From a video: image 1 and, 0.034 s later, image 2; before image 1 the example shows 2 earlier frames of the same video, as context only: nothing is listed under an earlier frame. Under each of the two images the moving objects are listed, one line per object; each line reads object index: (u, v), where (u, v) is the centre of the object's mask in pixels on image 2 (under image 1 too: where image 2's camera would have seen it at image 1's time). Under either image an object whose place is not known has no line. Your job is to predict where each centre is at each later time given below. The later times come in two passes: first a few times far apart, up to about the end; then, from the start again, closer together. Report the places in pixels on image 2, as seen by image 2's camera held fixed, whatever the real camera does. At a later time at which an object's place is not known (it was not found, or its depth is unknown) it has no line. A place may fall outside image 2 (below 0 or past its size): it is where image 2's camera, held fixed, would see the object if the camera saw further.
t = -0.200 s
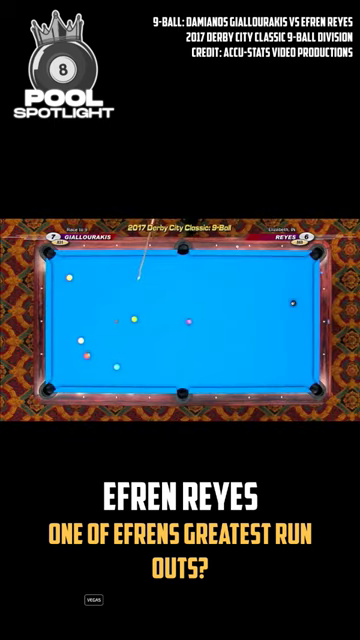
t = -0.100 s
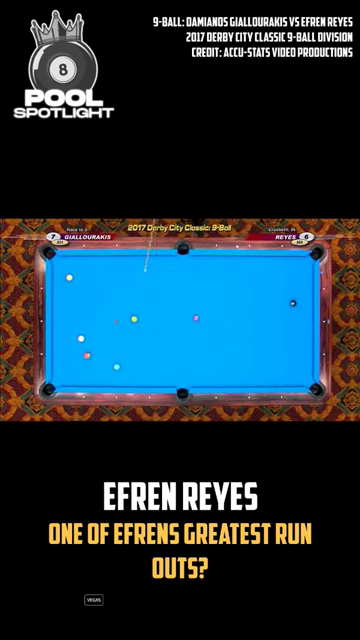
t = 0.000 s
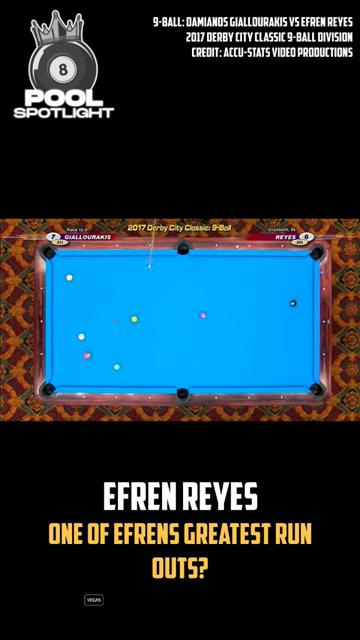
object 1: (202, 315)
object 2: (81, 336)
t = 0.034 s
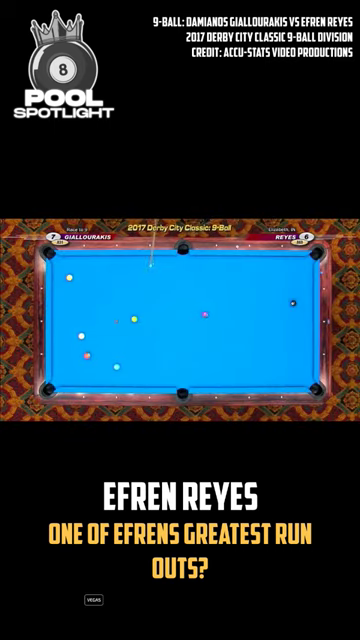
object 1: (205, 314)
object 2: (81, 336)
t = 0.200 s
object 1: (215, 309)
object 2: (81, 332)
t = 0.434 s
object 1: (230, 301)
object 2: (82, 329)
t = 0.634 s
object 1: (241, 295)
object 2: (82, 326)
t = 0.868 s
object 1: (255, 289)
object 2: (82, 323)
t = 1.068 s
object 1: (267, 282)
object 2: (83, 321)
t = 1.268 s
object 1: (278, 276)
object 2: (83, 319)
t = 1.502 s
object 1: (290, 270)
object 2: (83, 317)
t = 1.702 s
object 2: (84, 315)
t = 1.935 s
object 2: (84, 314)
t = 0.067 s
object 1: (206, 313)
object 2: (81, 335)
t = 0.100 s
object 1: (208, 312)
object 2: (81, 334)
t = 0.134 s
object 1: (210, 310)
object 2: (81, 334)
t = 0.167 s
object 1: (213, 310)
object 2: (81, 333)
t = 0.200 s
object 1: (215, 309)
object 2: (81, 332)
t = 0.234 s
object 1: (217, 308)
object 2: (81, 332)
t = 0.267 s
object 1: (220, 306)
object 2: (82, 332)
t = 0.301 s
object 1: (221, 306)
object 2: (81, 331)
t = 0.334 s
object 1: (223, 304)
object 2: (82, 330)
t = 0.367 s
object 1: (225, 303)
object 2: (82, 330)
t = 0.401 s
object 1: (228, 302)
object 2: (82, 330)
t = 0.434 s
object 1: (230, 301)
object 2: (82, 329)
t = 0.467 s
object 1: (232, 300)
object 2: (82, 329)
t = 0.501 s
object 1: (234, 299)
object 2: (82, 328)
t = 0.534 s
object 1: (236, 298)
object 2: (82, 328)
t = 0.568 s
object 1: (238, 297)
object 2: (82, 327)
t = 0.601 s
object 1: (239, 296)
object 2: (82, 327)
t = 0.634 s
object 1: (241, 295)
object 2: (82, 326)
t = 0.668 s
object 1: (243, 293)
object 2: (82, 326)
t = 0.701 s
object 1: (246, 293)
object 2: (82, 325)
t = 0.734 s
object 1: (247, 293)
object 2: (82, 325)
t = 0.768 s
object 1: (250, 291)
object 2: (82, 324)
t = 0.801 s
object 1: (252, 290)
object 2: (82, 324)
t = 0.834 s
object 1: (254, 289)
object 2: (82, 324)
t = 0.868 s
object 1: (255, 289)
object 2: (82, 323)
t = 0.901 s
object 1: (257, 287)
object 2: (83, 323)
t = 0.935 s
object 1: (259, 286)
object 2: (83, 322)
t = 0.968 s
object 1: (261, 285)
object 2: (83, 322)
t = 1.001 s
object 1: (263, 284)
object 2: (83, 321)
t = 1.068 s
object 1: (267, 282)
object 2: (83, 321)
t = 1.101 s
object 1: (269, 281)
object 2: (83, 321)
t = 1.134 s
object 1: (270, 280)
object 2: (83, 320)
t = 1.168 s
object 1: (272, 279)
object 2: (83, 320)
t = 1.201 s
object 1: (274, 278)
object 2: (83, 320)
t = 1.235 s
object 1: (276, 277)
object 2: (83, 319)
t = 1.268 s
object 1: (278, 276)
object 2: (83, 319)
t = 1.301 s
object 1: (280, 276)
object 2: (83, 318)
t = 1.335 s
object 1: (282, 275)
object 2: (83, 318)
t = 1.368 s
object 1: (284, 274)
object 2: (83, 318)
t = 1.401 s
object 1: (285, 274)
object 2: (83, 318)
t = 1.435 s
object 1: (287, 272)
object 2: (83, 317)
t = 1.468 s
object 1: (288, 272)
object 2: (83, 317)
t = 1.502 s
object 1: (290, 270)
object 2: (83, 317)
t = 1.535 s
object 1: (292, 269)
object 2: (83, 317)
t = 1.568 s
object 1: (294, 268)
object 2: (83, 316)
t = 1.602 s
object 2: (83, 316)
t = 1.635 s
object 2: (84, 316)
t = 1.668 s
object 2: (84, 315)
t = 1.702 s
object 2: (84, 315)
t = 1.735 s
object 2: (84, 315)
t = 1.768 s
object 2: (84, 315)
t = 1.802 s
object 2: (84, 315)
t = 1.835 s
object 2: (84, 314)
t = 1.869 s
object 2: (84, 314)
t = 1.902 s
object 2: (84, 314)
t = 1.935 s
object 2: (84, 314)
